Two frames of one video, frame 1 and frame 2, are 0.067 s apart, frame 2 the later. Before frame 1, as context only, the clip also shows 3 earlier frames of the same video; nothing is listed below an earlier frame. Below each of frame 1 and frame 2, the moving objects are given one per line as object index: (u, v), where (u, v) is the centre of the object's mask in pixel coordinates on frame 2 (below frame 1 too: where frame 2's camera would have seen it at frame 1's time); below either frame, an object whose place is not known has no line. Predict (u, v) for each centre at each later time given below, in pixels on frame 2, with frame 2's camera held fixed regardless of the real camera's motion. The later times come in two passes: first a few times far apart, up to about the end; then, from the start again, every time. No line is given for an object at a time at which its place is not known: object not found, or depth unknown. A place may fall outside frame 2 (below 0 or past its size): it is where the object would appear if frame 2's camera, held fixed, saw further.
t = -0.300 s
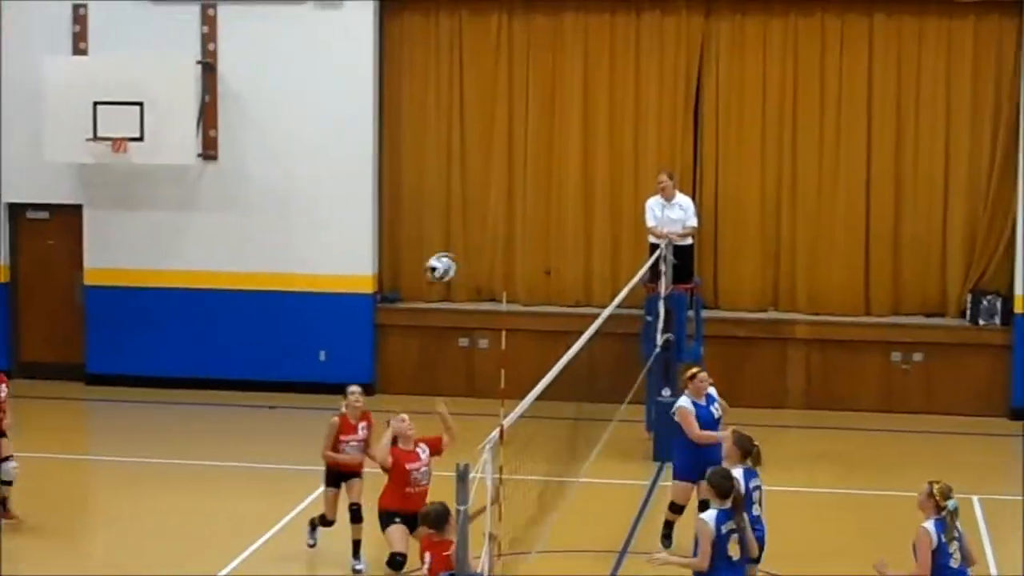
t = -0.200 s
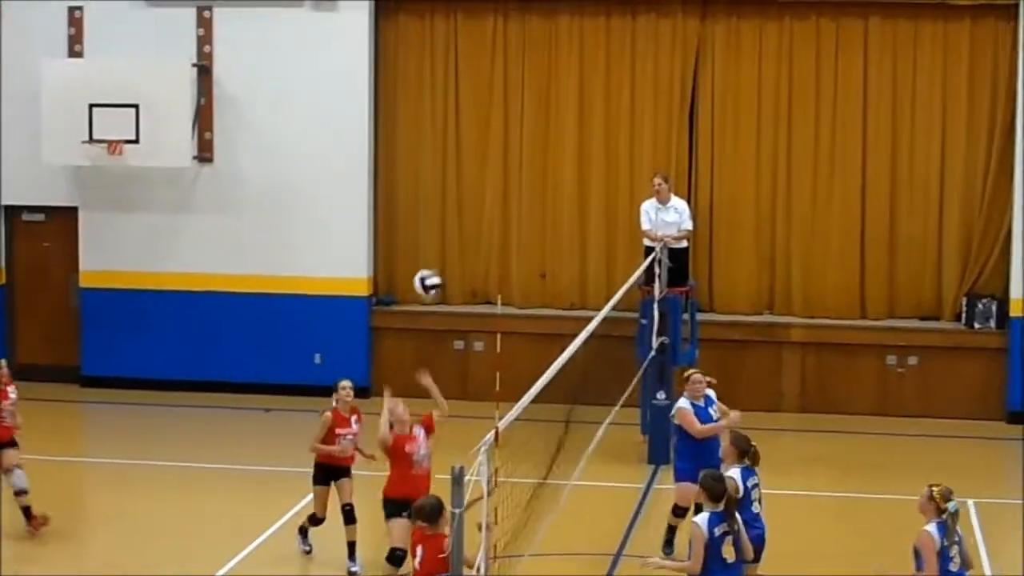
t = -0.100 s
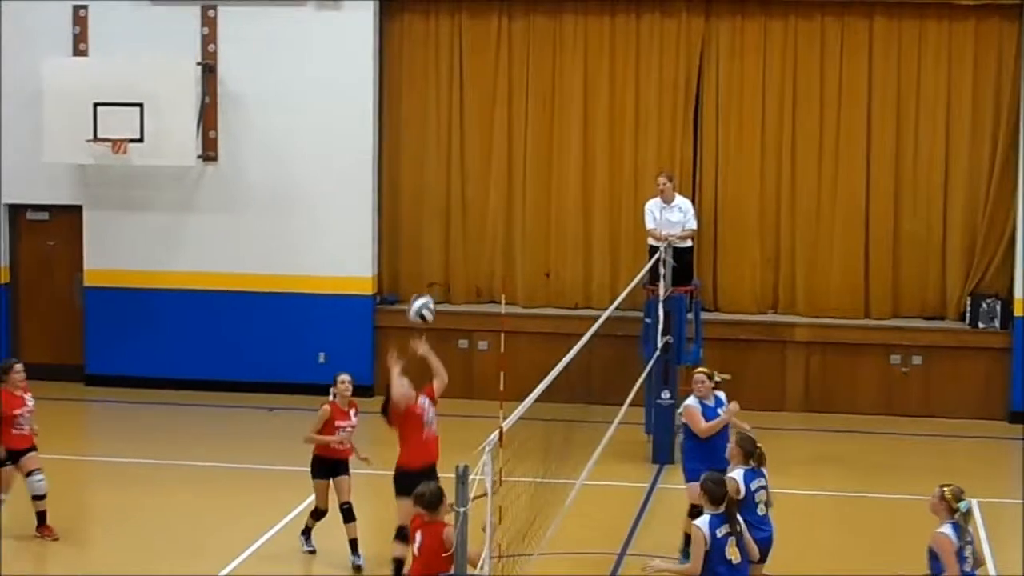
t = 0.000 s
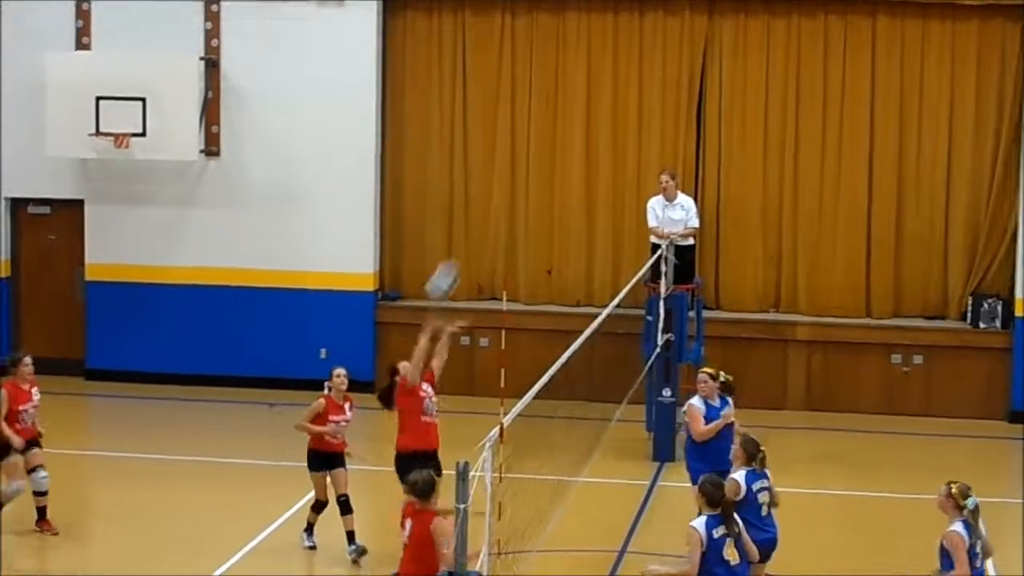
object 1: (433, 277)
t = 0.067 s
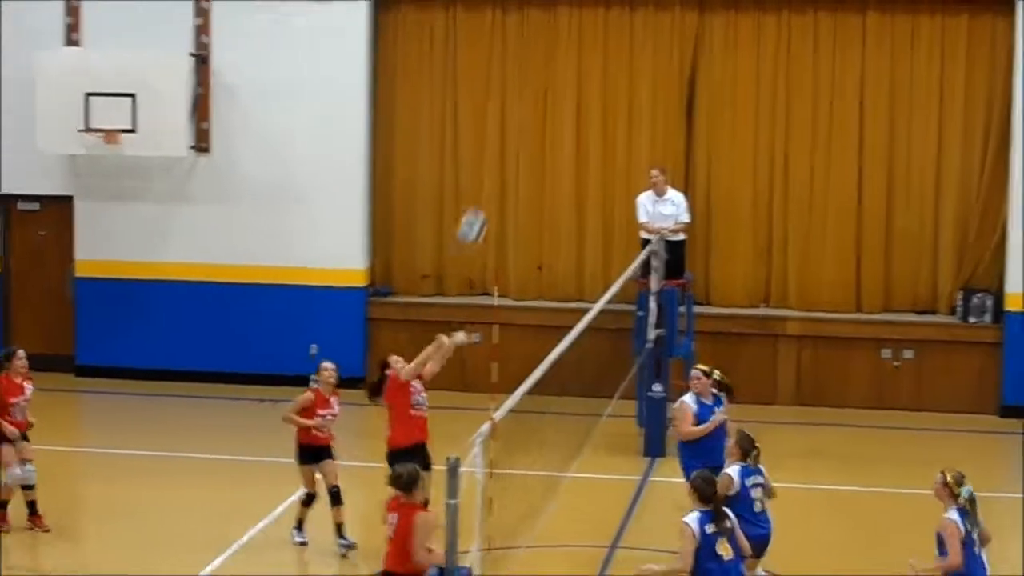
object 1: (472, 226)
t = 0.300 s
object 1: (601, 107)
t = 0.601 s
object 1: (759, 61)
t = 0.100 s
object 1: (490, 205)
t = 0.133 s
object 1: (509, 185)
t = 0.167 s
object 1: (527, 167)
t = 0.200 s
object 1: (546, 150)
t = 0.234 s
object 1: (565, 134)
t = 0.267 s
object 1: (583, 121)
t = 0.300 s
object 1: (601, 107)
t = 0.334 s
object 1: (618, 97)
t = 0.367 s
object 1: (636, 86)
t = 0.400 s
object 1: (654, 78)
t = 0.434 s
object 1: (672, 72)
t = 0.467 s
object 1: (690, 68)
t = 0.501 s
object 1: (707, 65)
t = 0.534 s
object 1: (724, 62)
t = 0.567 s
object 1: (742, 61)
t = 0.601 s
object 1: (759, 61)
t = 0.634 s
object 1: (777, 63)
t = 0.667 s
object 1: (794, 66)
